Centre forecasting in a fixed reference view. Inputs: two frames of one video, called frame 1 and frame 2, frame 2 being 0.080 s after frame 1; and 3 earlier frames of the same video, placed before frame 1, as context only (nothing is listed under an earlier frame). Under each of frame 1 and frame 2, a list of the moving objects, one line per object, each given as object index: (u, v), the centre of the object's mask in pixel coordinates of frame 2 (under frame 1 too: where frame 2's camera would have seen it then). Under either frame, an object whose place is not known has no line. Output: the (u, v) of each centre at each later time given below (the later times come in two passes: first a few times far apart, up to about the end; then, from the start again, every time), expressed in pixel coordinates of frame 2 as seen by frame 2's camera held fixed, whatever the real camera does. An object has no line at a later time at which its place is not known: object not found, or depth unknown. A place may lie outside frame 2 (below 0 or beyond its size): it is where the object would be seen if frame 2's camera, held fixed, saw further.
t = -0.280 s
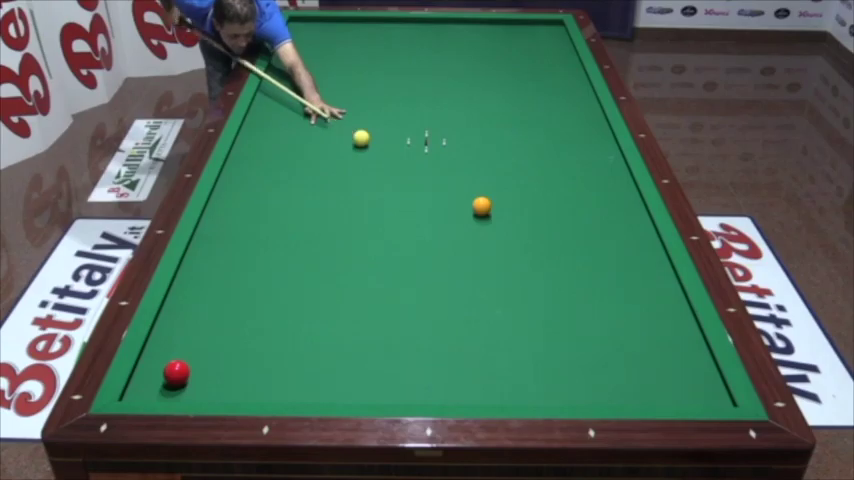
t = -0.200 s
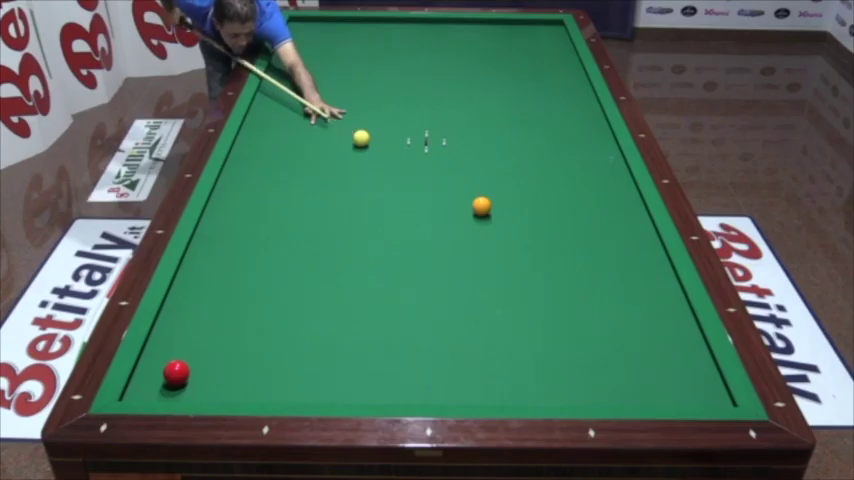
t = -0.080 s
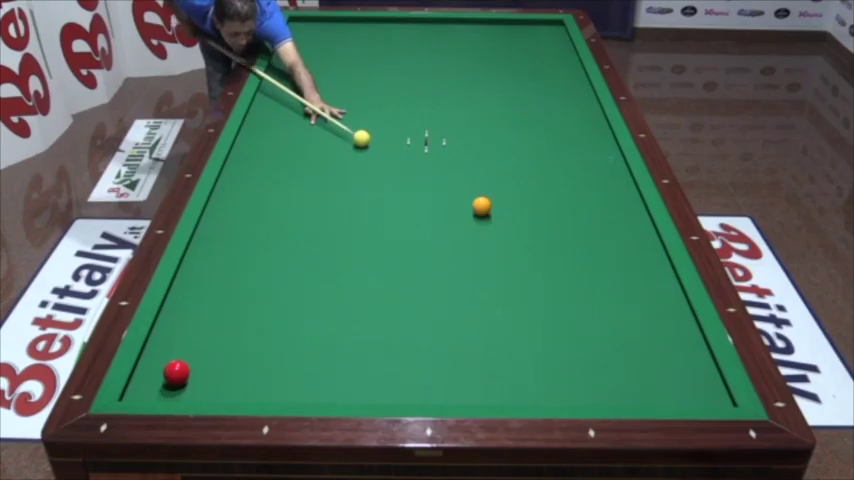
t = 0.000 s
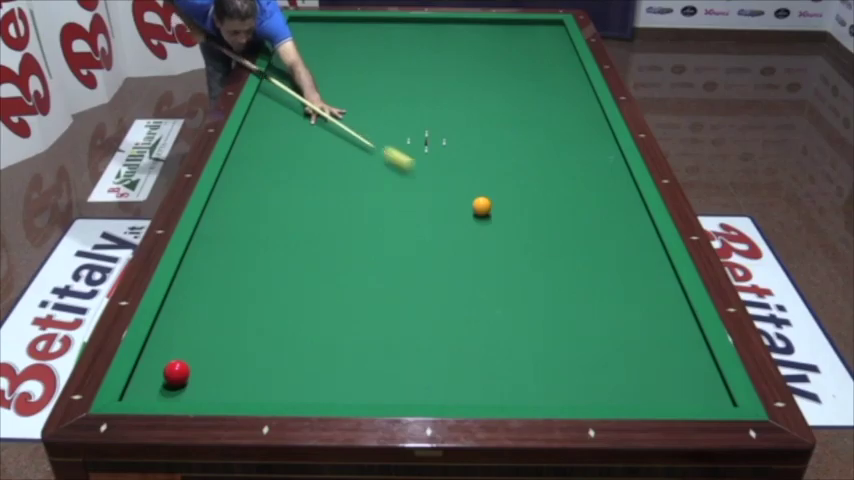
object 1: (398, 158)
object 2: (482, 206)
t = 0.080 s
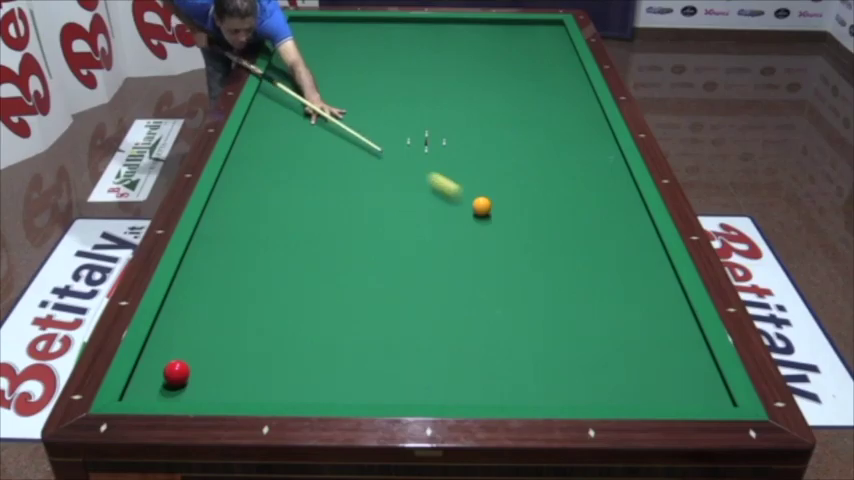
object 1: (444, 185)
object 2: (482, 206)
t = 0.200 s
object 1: (465, 203)
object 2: (540, 232)
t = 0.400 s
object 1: (460, 212)
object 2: (673, 302)
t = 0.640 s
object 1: (454, 222)
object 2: (572, 363)
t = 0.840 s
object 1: (450, 231)
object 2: (493, 386)
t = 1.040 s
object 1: (445, 240)
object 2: (415, 354)
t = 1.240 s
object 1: (441, 248)
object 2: (345, 327)
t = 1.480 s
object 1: (435, 258)
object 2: (268, 298)
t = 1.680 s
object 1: (431, 267)
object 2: (210, 276)
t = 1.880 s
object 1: (427, 275)
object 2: (218, 254)
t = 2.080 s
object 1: (422, 284)
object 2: (259, 233)
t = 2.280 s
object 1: (419, 292)
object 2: (295, 213)
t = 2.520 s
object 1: (414, 302)
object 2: (335, 192)
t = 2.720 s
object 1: (410, 311)
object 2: (365, 176)
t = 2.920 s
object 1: (406, 318)
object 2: (393, 162)
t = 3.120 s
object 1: (403, 326)
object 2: (418, 148)
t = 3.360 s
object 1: (398, 335)
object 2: (447, 133)
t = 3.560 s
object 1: (395, 342)
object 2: (468, 122)
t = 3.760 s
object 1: (392, 349)
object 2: (488, 111)
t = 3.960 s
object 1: (389, 356)
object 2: (507, 101)
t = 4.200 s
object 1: (386, 364)
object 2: (528, 90)
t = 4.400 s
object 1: (383, 370)
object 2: (544, 82)
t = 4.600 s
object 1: (381, 375)
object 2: (560, 73)
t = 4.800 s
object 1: (380, 381)
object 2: (573, 66)
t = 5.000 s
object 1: (378, 385)
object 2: (567, 60)
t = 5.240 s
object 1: (376, 389)
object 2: (555, 53)
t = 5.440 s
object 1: (374, 392)
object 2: (547, 48)
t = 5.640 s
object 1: (373, 394)
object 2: (538, 43)
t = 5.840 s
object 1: (373, 393)
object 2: (530, 39)
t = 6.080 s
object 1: (372, 392)
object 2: (521, 33)
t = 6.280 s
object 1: (372, 392)
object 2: (514, 29)
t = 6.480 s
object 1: (372, 392)
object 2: (507, 25)
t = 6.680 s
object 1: (372, 392)
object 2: (500, 21)
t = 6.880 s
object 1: (372, 392)
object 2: (497, 22)
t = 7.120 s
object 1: (372, 392)
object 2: (493, 25)
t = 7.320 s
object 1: (372, 392)
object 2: (491, 26)
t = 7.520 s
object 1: (372, 392)
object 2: (489, 28)
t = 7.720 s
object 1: (372, 392)
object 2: (486, 29)
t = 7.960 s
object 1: (372, 392)
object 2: (484, 32)
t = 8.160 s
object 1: (372, 392)
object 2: (482, 33)
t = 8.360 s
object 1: (372, 392)
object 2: (480, 34)
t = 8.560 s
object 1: (372, 392)
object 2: (478, 36)
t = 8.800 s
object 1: (372, 392)
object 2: (476, 37)
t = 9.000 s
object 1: (372, 392)
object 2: (475, 38)
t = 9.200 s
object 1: (372, 392)
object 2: (473, 39)
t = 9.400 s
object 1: (372, 392)
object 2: (472, 40)
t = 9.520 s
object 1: (372, 392)
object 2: (471, 41)
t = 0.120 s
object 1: (463, 196)
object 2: (486, 207)
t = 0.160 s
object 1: (466, 201)
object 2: (511, 218)
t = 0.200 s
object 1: (465, 203)
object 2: (540, 232)
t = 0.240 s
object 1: (464, 205)
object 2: (568, 246)
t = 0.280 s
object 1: (463, 206)
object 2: (599, 260)
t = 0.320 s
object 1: (462, 208)
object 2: (630, 274)
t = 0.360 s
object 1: (461, 210)
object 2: (662, 289)
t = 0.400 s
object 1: (460, 212)
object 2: (673, 302)
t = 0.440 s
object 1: (459, 213)
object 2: (656, 312)
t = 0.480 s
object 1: (458, 215)
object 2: (638, 321)
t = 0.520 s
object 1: (457, 217)
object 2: (621, 332)
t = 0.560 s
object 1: (456, 219)
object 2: (604, 342)
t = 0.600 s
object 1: (455, 221)
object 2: (588, 353)
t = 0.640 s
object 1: (454, 222)
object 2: (572, 363)
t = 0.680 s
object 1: (453, 224)
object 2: (557, 373)
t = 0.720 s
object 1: (452, 226)
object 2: (541, 384)
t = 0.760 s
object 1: (452, 227)
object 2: (527, 393)
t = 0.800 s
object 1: (450, 229)
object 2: (509, 392)
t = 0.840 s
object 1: (450, 231)
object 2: (493, 386)
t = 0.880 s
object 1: (449, 233)
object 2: (476, 378)
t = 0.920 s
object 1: (448, 234)
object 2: (460, 371)
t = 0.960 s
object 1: (447, 236)
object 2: (445, 365)
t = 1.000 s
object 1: (446, 238)
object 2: (429, 359)
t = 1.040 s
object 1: (445, 240)
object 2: (415, 354)
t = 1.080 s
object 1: (444, 241)
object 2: (400, 348)
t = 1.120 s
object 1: (444, 243)
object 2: (386, 342)
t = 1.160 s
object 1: (442, 244)
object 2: (372, 337)
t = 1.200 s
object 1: (442, 246)
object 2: (358, 332)
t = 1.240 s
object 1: (441, 248)
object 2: (345, 327)
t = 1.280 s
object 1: (440, 250)
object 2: (332, 322)
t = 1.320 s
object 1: (439, 252)
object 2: (318, 317)
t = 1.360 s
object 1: (438, 253)
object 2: (305, 312)
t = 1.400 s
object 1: (437, 255)
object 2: (293, 307)
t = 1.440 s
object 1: (436, 257)
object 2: (280, 302)
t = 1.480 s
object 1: (435, 258)
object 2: (268, 298)
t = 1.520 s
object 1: (435, 260)
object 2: (256, 293)
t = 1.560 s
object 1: (434, 262)
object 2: (244, 289)
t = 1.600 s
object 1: (433, 263)
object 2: (233, 284)
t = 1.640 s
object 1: (432, 265)
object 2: (221, 280)
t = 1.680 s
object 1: (431, 267)
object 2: (210, 276)
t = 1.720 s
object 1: (430, 269)
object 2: (200, 272)
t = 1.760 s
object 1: (429, 270)
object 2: (190, 268)
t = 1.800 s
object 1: (428, 272)
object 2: (196, 263)
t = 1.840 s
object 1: (428, 274)
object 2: (208, 258)
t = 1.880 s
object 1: (427, 275)
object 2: (218, 254)
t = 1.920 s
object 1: (426, 277)
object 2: (227, 249)
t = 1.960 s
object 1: (425, 279)
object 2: (236, 245)
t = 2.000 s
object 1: (424, 280)
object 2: (243, 241)
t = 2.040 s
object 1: (423, 282)
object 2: (251, 237)
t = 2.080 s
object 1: (422, 284)
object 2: (259, 233)
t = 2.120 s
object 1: (422, 286)
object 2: (266, 228)
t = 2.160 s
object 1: (421, 287)
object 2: (274, 224)
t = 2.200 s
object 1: (420, 289)
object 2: (281, 221)
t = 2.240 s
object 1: (419, 291)
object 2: (288, 217)
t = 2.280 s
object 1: (419, 292)
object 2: (295, 213)
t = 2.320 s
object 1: (418, 294)
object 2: (302, 210)
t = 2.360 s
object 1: (417, 296)
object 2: (309, 206)
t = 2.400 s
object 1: (416, 297)
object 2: (316, 202)
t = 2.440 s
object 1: (415, 299)
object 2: (322, 199)
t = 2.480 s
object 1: (415, 301)
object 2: (329, 195)
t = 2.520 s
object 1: (414, 302)
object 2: (335, 192)
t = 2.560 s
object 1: (413, 304)
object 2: (341, 189)
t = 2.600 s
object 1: (412, 306)
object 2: (347, 186)
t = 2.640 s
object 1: (411, 307)
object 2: (353, 183)
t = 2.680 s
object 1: (411, 309)
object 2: (359, 179)
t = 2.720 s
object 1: (410, 311)
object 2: (365, 176)
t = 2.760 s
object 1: (409, 312)
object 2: (371, 173)
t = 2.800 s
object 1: (408, 314)
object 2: (376, 170)
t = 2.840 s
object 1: (408, 315)
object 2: (382, 167)
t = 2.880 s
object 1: (407, 317)
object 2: (387, 164)
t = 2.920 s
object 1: (406, 318)
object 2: (393, 162)
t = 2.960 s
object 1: (405, 320)
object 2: (398, 159)
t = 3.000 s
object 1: (405, 322)
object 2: (403, 156)
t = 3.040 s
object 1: (404, 323)
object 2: (408, 154)
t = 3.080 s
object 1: (403, 325)
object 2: (414, 151)
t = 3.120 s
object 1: (403, 326)
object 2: (418, 148)
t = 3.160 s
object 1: (402, 328)
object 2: (424, 145)
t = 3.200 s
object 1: (401, 329)
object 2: (428, 143)
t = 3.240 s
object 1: (400, 331)
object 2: (433, 140)
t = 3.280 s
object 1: (399, 332)
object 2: (437, 138)
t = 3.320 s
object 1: (399, 334)
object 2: (442, 135)
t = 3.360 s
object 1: (398, 335)
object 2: (447, 133)
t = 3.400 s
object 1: (397, 337)
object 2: (451, 131)
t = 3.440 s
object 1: (397, 338)
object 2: (456, 129)
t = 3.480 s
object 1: (396, 340)
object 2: (460, 126)
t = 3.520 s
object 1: (396, 341)
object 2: (464, 124)
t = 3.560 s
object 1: (395, 342)
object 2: (468, 122)
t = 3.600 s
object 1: (394, 344)
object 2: (472, 120)
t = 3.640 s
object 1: (394, 345)
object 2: (477, 117)
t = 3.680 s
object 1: (393, 347)
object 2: (480, 115)
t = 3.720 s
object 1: (392, 348)
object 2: (485, 113)
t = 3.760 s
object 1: (392, 349)
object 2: (488, 111)
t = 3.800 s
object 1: (391, 351)
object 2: (492, 109)
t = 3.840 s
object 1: (391, 352)
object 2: (496, 107)
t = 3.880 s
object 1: (390, 353)
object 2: (500, 105)
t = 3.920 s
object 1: (389, 355)
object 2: (503, 103)
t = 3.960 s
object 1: (389, 356)
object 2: (507, 101)
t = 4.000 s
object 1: (388, 358)
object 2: (510, 100)
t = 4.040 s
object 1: (388, 359)
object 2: (514, 97)
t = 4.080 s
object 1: (387, 360)
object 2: (518, 96)
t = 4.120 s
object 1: (387, 361)
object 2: (521, 94)
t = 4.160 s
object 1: (386, 363)
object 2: (524, 92)
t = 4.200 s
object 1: (386, 364)
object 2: (528, 90)
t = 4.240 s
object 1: (385, 365)
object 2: (531, 89)
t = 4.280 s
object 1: (385, 366)
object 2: (535, 87)
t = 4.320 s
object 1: (384, 367)
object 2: (538, 85)
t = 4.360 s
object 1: (384, 369)
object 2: (541, 83)
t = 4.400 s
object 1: (383, 370)
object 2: (544, 82)
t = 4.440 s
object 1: (383, 371)
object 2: (547, 80)
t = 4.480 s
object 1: (383, 372)
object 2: (550, 79)
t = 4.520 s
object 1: (382, 373)
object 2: (553, 77)
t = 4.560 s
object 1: (381, 374)
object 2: (556, 75)
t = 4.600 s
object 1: (381, 375)
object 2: (560, 73)
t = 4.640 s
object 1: (381, 376)
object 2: (562, 72)
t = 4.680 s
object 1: (381, 377)
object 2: (565, 71)
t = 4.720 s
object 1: (380, 379)
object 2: (568, 69)
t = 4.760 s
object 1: (380, 380)
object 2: (571, 68)
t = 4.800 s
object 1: (380, 381)
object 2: (573, 66)
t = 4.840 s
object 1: (379, 382)
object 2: (576, 64)
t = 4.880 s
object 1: (379, 383)
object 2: (574, 63)
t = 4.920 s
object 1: (379, 383)
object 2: (571, 62)
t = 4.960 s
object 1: (378, 384)
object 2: (569, 61)
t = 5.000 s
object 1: (378, 385)
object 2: (567, 60)
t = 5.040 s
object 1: (378, 386)
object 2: (565, 59)
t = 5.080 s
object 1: (377, 387)
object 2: (563, 58)
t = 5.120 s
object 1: (377, 387)
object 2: (561, 57)
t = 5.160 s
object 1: (377, 388)
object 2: (559, 56)
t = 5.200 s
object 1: (376, 389)
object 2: (557, 54)
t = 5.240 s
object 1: (376, 389)
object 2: (555, 53)
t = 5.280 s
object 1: (376, 389)
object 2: (554, 52)
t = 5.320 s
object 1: (375, 390)
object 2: (552, 51)
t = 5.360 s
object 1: (375, 391)
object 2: (550, 50)
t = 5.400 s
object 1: (375, 391)
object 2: (548, 49)
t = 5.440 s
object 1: (374, 392)
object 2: (547, 48)
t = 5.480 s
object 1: (374, 392)
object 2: (545, 47)
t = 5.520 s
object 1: (374, 393)
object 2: (543, 46)
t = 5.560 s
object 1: (374, 393)
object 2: (541, 45)
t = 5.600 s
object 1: (373, 394)
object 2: (540, 44)
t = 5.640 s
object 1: (373, 394)
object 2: (538, 43)
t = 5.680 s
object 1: (373, 394)
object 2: (536, 42)
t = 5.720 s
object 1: (373, 394)
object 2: (535, 41)
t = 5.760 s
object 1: (373, 394)
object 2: (533, 40)
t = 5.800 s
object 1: (373, 393)
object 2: (531, 39)
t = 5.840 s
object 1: (373, 393)
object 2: (530, 39)
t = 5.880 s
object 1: (373, 393)
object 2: (528, 38)
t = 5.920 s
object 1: (372, 393)
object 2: (527, 37)
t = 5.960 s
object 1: (373, 393)
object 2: (525, 36)
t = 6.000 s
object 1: (372, 393)
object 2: (524, 35)
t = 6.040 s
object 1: (372, 392)
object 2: (522, 34)
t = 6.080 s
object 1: (372, 392)
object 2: (521, 33)
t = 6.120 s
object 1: (372, 392)
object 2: (520, 32)
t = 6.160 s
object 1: (372, 392)
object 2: (518, 32)
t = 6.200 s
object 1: (372, 392)
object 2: (517, 31)
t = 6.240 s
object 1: (372, 392)
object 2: (515, 30)
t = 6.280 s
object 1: (372, 392)
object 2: (514, 29)
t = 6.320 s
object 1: (372, 392)
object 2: (512, 28)
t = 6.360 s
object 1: (372, 392)
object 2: (511, 28)
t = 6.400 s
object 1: (372, 392)
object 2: (509, 27)
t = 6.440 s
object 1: (372, 392)
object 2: (508, 26)
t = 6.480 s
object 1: (372, 392)
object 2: (507, 25)
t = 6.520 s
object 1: (372, 392)
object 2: (505, 25)
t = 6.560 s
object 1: (372, 392)
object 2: (504, 24)
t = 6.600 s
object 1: (372, 392)
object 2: (503, 23)
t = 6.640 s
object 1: (372, 392)
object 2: (501, 22)
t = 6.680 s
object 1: (372, 392)
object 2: (500, 21)
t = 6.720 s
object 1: (372, 392)
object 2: (499, 21)
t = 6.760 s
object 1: (372, 392)
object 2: (498, 21)
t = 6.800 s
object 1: (372, 392)
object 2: (498, 22)
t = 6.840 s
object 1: (372, 392)
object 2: (497, 22)
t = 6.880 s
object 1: (372, 392)
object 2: (497, 22)
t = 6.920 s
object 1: (372, 392)
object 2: (496, 23)
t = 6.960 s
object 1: (372, 392)
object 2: (496, 23)
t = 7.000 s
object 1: (372, 392)
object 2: (495, 23)
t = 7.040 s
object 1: (372, 392)
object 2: (494, 24)
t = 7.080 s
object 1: (372, 392)
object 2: (494, 24)
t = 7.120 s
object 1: (372, 392)
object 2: (493, 25)
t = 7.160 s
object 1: (372, 392)
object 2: (493, 25)
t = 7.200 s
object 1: (372, 392)
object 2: (493, 25)
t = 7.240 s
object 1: (372, 392)
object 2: (492, 26)
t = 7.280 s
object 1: (372, 392)
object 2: (491, 26)
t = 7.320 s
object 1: (372, 392)
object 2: (491, 26)
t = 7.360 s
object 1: (372, 392)
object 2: (490, 27)
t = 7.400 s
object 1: (372, 392)
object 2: (490, 27)
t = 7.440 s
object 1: (372, 392)
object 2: (489, 27)
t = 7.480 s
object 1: (372, 392)
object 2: (489, 27)
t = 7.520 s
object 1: (372, 392)
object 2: (489, 28)
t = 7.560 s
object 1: (372, 392)
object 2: (488, 28)
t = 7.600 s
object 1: (372, 392)
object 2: (488, 28)
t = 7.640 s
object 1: (372, 392)
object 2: (487, 29)
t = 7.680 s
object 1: (372, 392)
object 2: (487, 29)
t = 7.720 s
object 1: (372, 392)
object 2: (486, 29)
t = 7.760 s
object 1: (372, 392)
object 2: (486, 30)
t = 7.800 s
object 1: (372, 392)
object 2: (485, 30)
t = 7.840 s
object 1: (372, 392)
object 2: (485, 30)
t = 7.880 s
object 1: (372, 392)
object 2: (484, 31)
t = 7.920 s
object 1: (372, 392)
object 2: (484, 31)
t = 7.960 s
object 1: (372, 392)
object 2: (484, 32)
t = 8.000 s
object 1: (372, 392)
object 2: (483, 32)
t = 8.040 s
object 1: (372, 392)
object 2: (483, 32)
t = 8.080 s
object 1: (372, 392)
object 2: (483, 32)
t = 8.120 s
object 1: (372, 392)
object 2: (482, 33)
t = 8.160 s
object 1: (372, 392)
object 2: (482, 33)
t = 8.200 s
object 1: (372, 392)
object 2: (481, 33)
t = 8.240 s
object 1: (372, 392)
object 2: (481, 33)
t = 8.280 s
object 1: (372, 392)
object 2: (480, 34)
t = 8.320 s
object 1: (372, 392)
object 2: (480, 34)
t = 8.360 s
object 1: (372, 392)
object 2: (480, 34)
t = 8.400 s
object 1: (372, 392)
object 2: (479, 34)
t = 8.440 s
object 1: (372, 392)
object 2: (479, 35)
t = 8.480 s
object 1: (372, 392)
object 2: (479, 35)
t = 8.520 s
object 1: (372, 392)
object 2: (478, 35)
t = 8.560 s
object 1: (372, 392)
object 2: (478, 36)
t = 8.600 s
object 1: (372, 392)
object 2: (478, 36)
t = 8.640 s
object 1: (372, 392)
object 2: (477, 36)
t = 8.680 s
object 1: (372, 392)
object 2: (477, 36)
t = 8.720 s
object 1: (372, 392)
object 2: (477, 37)
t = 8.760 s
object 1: (372, 392)
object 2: (476, 37)
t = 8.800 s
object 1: (372, 392)
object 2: (476, 37)
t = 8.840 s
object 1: (372, 392)
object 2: (476, 38)
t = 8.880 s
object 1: (372, 392)
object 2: (476, 38)
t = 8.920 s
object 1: (372, 392)
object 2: (475, 38)
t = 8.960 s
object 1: (372, 392)
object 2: (475, 38)
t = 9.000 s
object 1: (372, 392)
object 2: (475, 38)
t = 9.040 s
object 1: (372, 392)
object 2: (474, 39)
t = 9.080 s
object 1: (372, 392)
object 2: (474, 39)
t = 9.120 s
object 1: (372, 392)
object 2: (474, 39)
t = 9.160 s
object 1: (372, 392)
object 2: (473, 39)
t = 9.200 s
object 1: (372, 392)
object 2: (473, 39)
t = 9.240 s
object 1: (372, 392)
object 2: (473, 39)
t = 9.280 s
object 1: (372, 392)
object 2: (473, 40)
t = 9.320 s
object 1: (372, 392)
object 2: (472, 40)
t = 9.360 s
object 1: (372, 392)
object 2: (472, 40)
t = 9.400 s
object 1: (372, 392)
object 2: (472, 40)
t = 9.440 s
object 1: (372, 392)
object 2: (472, 40)
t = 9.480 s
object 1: (372, 392)
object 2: (471, 41)
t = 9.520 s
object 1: (372, 392)
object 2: (471, 41)
